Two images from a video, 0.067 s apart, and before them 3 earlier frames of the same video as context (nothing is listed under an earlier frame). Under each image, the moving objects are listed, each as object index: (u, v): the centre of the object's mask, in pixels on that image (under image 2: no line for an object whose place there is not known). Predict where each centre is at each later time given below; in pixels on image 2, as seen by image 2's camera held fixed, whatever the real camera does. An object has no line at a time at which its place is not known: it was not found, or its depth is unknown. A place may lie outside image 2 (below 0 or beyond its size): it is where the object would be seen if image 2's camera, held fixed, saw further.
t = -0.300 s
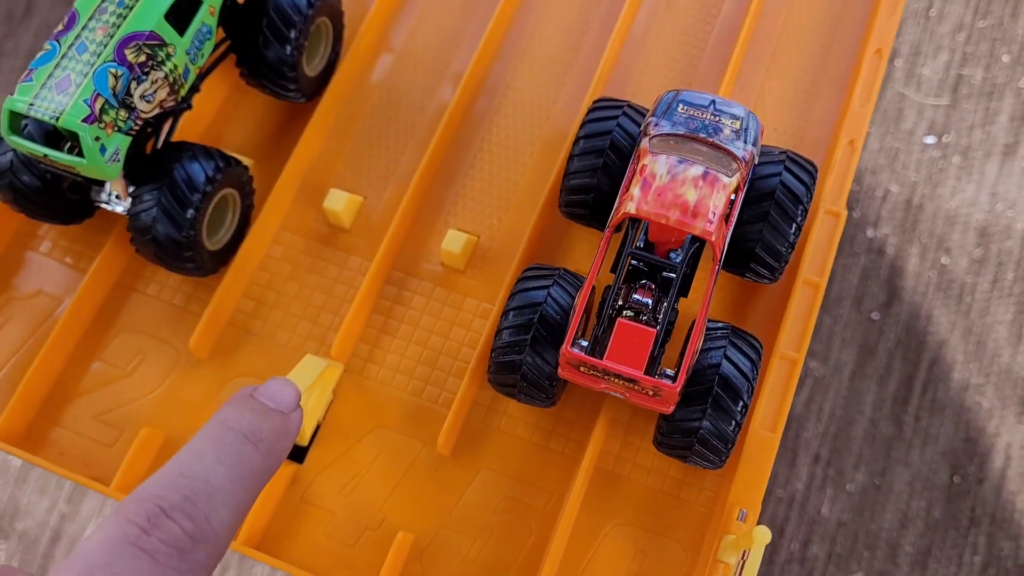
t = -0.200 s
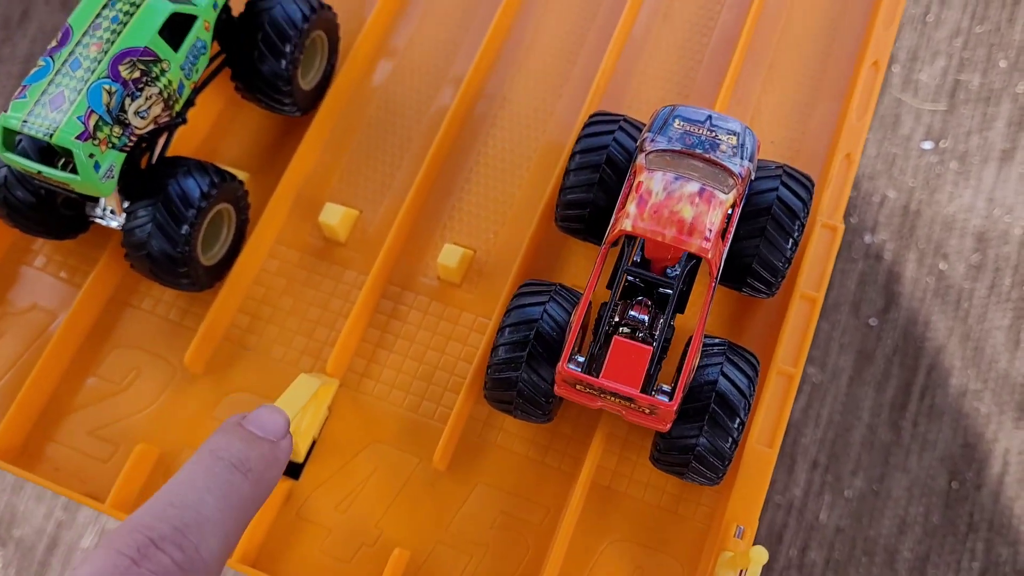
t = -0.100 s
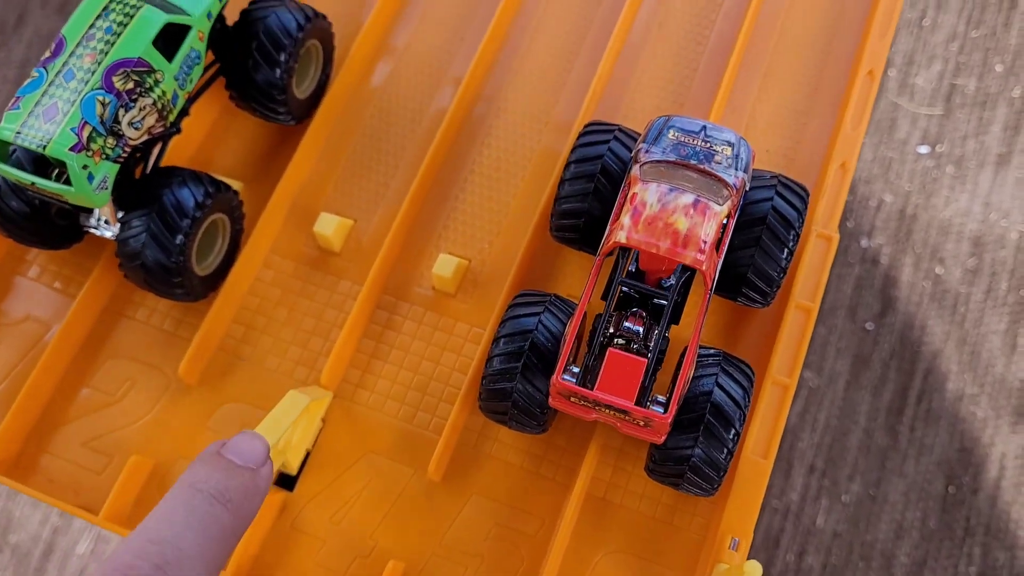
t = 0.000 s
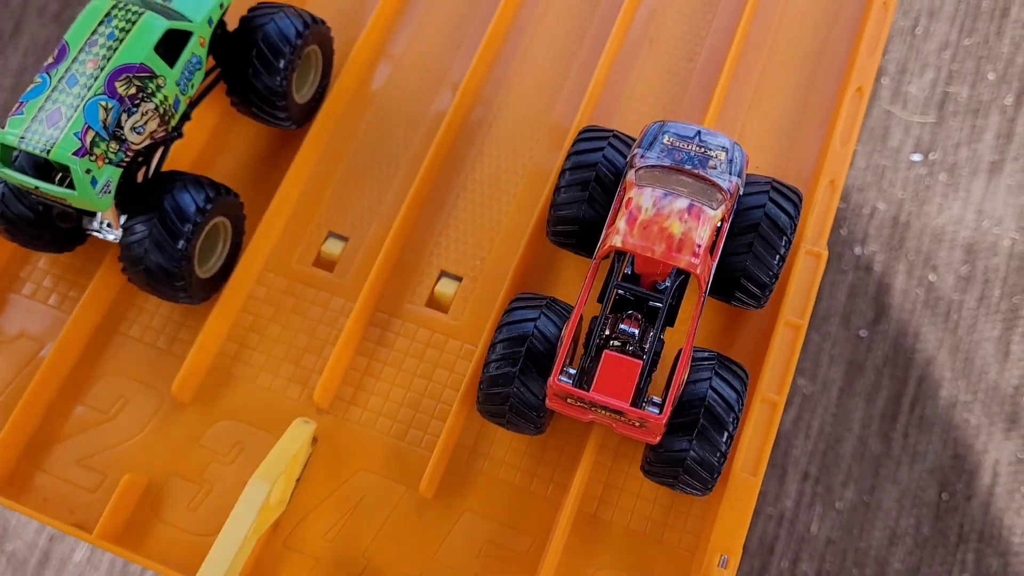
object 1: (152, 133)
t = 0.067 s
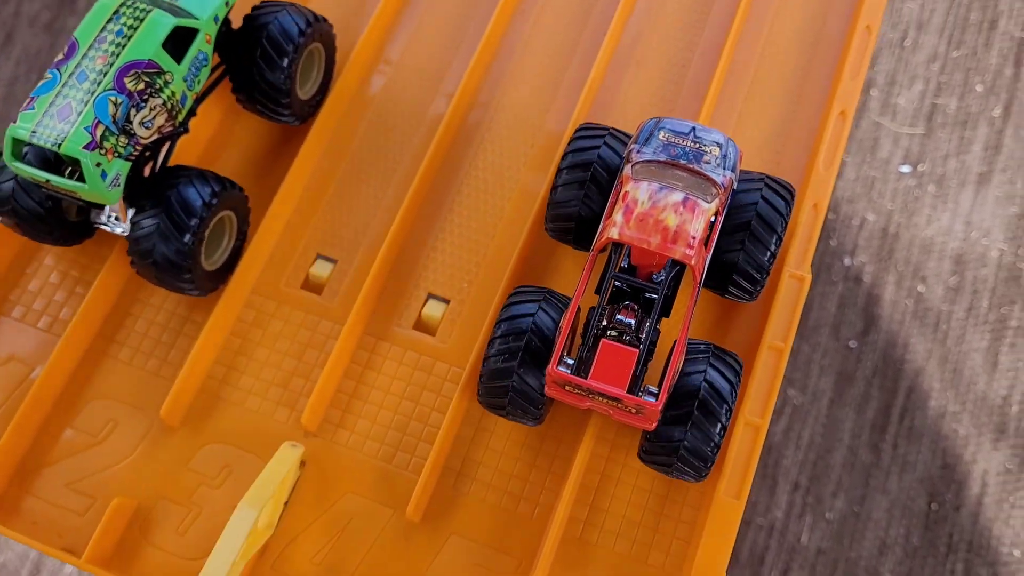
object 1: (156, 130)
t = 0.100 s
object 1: (166, 130)
